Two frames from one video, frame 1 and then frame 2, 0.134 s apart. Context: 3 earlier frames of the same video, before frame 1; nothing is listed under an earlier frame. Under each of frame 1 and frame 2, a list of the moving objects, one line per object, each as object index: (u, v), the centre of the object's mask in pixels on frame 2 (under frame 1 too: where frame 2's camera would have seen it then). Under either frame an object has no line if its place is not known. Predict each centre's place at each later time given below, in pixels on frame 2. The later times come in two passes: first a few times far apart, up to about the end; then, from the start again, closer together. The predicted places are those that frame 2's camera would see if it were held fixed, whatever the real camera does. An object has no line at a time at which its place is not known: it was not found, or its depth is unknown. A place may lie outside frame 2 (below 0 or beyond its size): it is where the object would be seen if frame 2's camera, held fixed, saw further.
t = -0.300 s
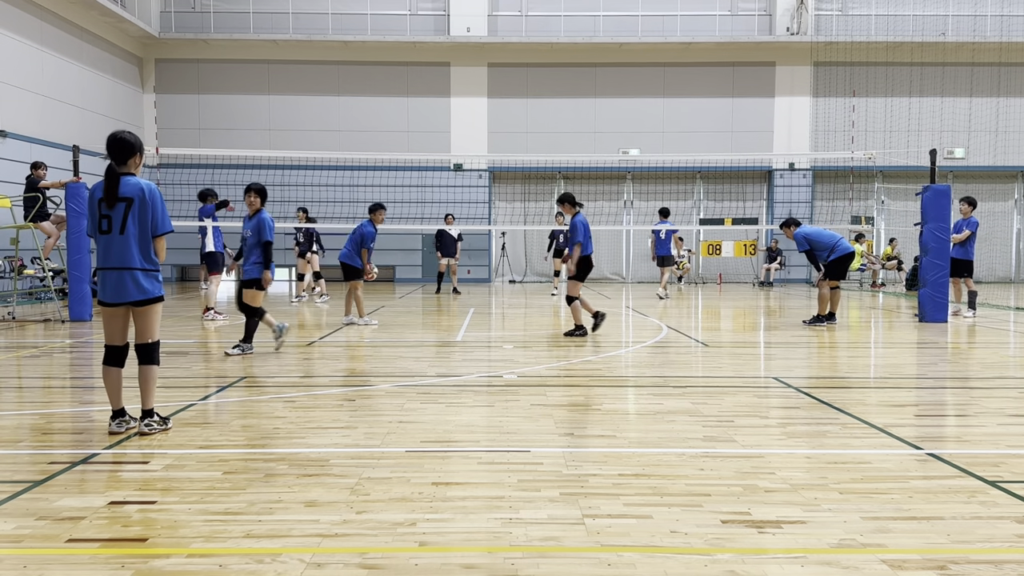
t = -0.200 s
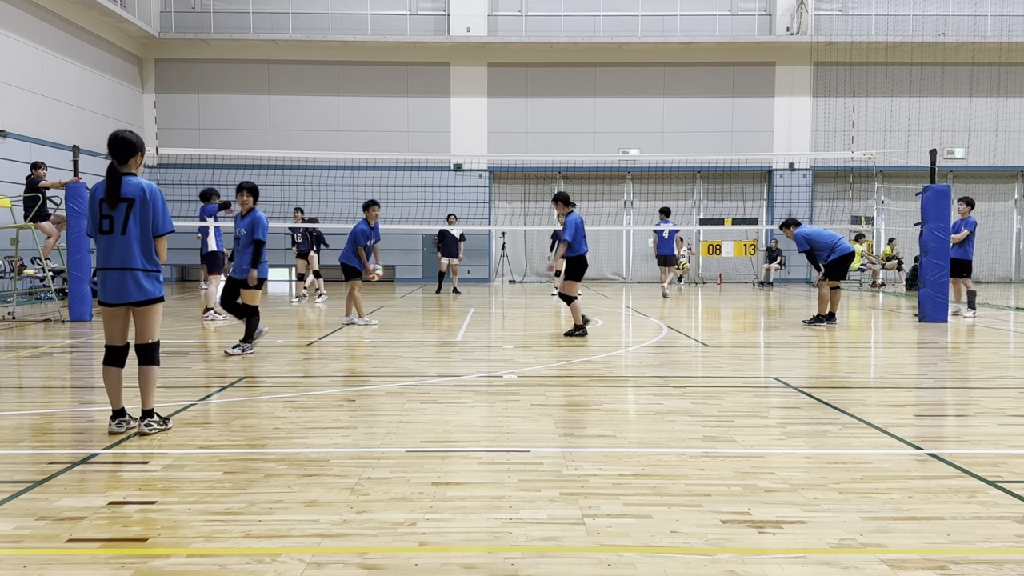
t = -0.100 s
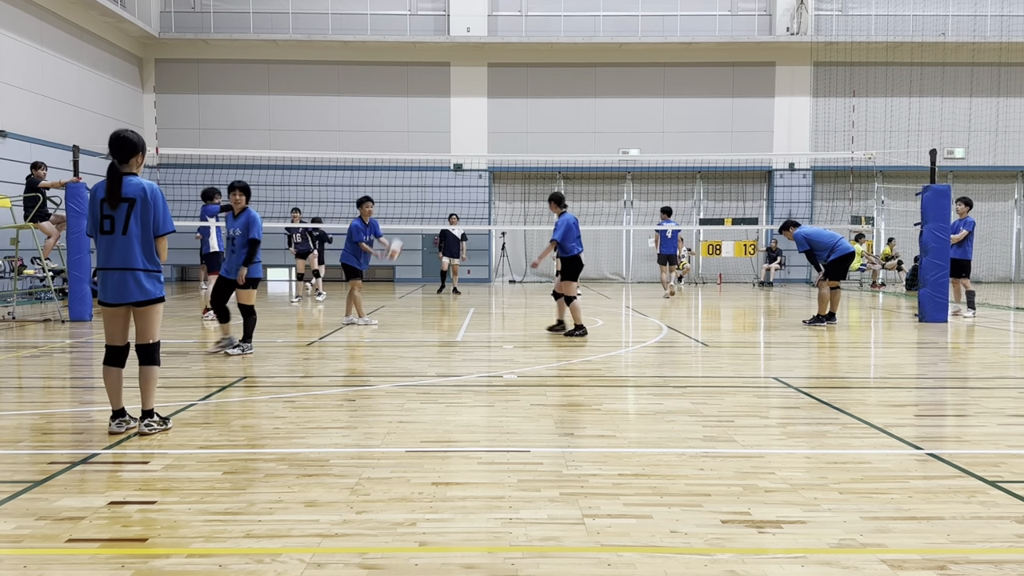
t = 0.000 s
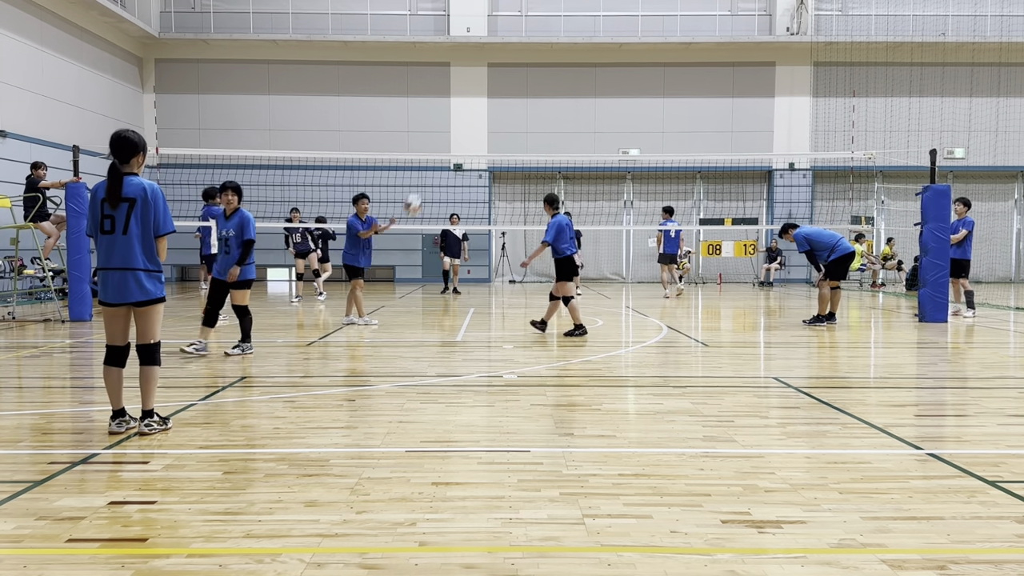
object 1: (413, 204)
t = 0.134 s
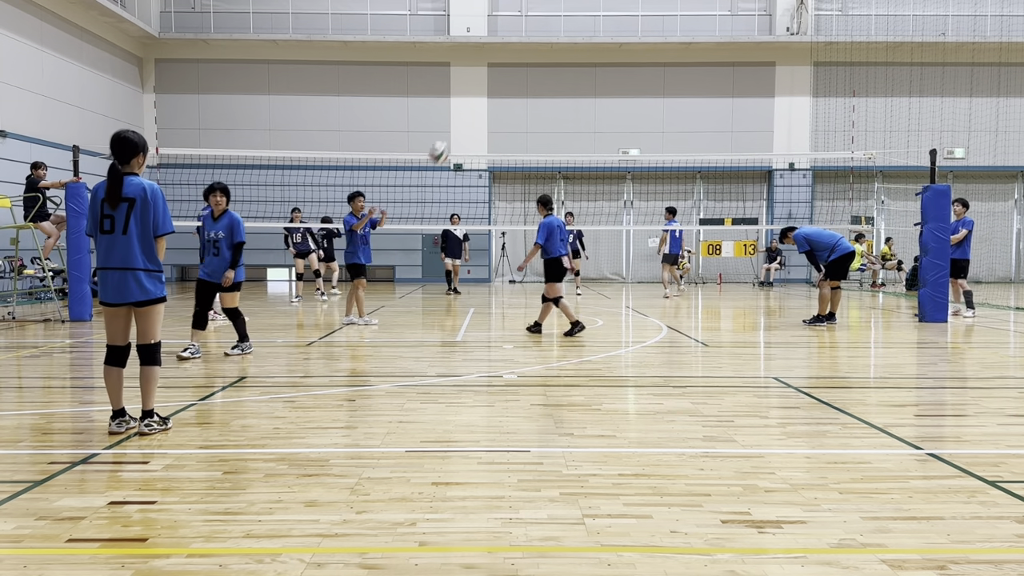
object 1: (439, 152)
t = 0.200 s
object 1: (453, 130)
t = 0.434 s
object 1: (512, 81)
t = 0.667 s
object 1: (589, 87)
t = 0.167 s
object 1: (445, 141)
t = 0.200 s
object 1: (453, 130)
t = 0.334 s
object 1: (484, 95)
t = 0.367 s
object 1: (493, 89)
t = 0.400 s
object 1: (501, 85)
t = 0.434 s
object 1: (512, 81)
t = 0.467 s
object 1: (521, 77)
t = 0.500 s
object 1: (532, 76)
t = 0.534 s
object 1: (543, 76)
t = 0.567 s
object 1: (553, 76)
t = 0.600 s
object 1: (565, 78)
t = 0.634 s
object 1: (577, 82)
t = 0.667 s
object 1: (589, 87)
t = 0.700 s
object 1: (603, 95)
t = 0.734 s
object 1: (616, 104)
